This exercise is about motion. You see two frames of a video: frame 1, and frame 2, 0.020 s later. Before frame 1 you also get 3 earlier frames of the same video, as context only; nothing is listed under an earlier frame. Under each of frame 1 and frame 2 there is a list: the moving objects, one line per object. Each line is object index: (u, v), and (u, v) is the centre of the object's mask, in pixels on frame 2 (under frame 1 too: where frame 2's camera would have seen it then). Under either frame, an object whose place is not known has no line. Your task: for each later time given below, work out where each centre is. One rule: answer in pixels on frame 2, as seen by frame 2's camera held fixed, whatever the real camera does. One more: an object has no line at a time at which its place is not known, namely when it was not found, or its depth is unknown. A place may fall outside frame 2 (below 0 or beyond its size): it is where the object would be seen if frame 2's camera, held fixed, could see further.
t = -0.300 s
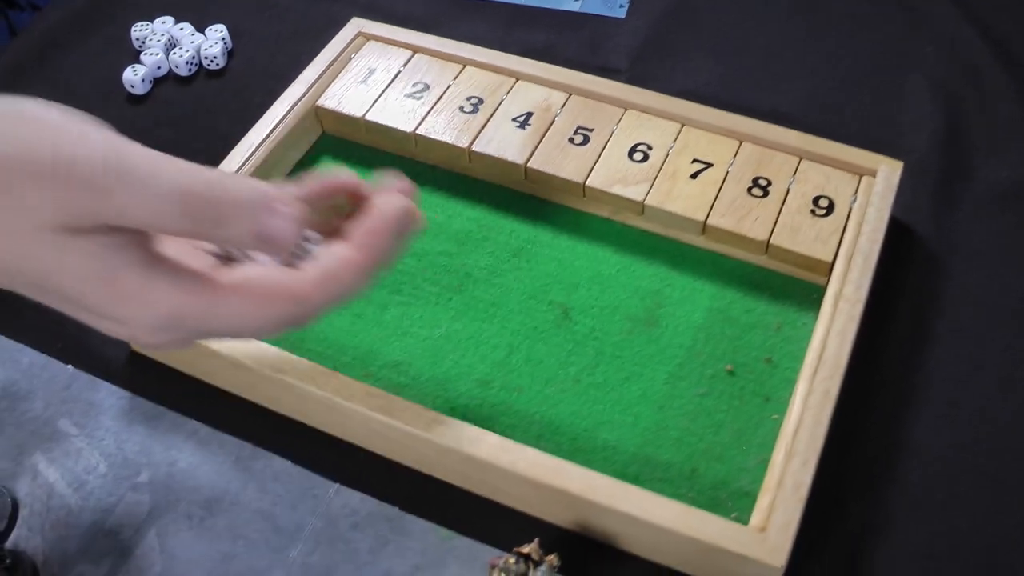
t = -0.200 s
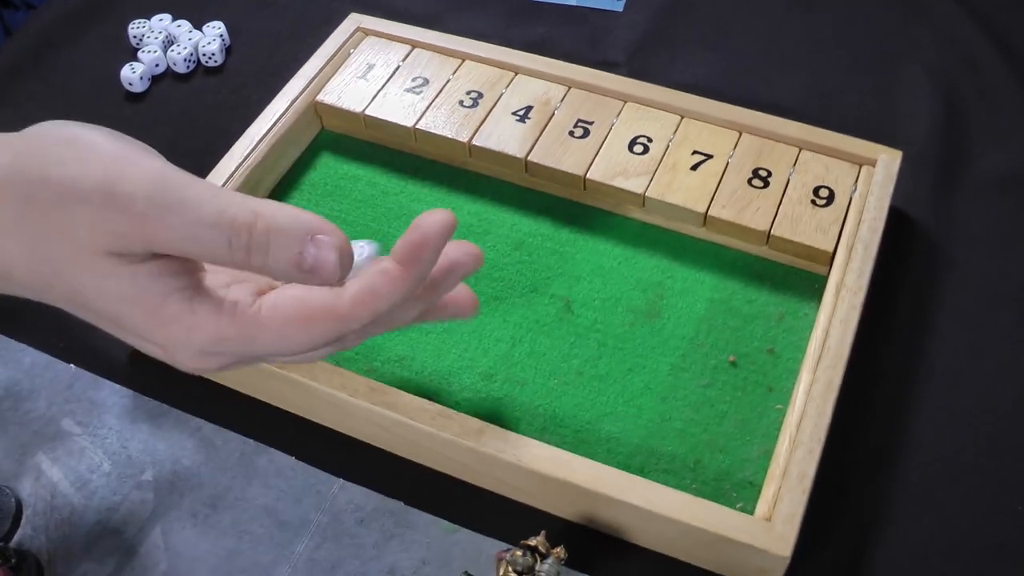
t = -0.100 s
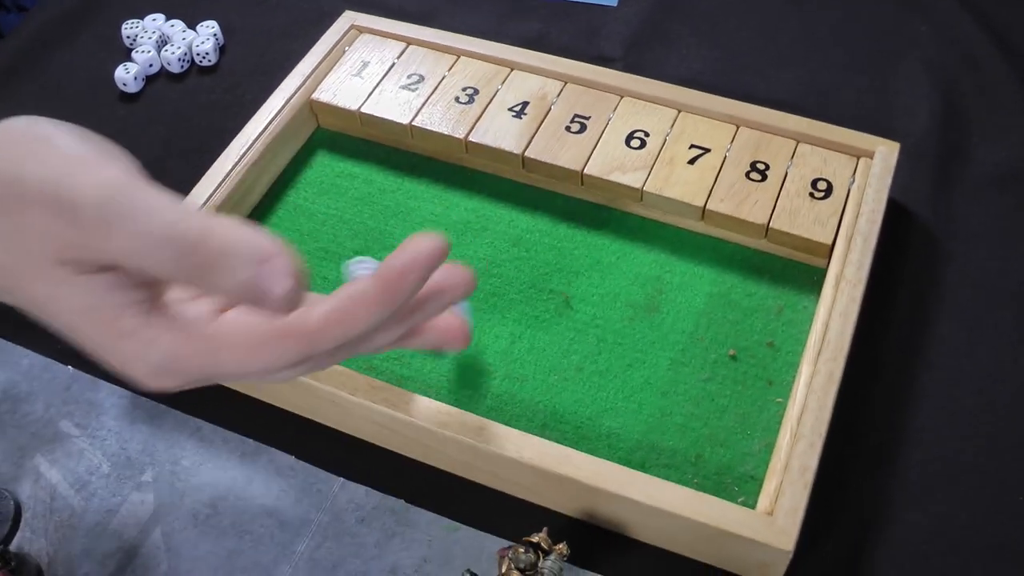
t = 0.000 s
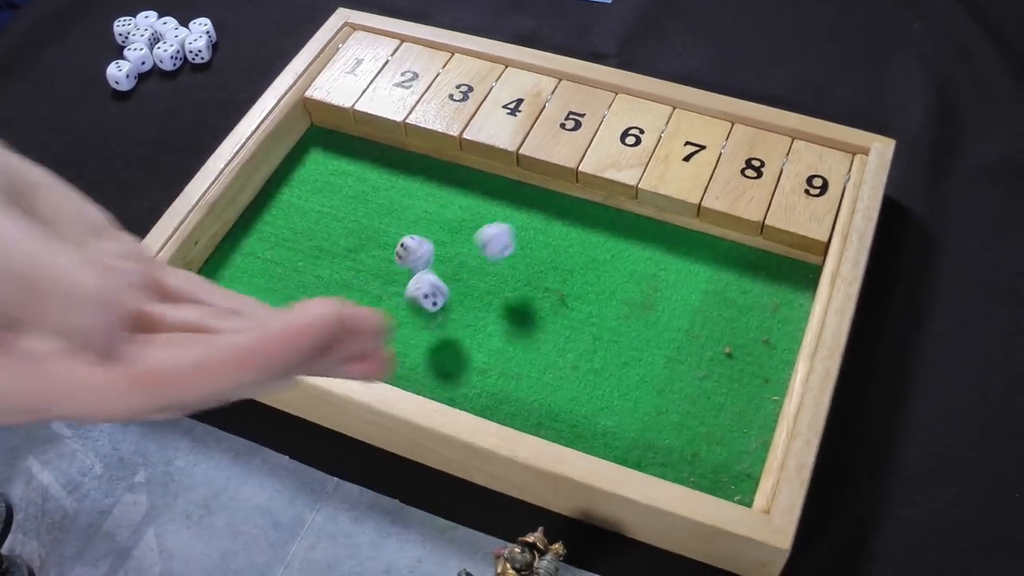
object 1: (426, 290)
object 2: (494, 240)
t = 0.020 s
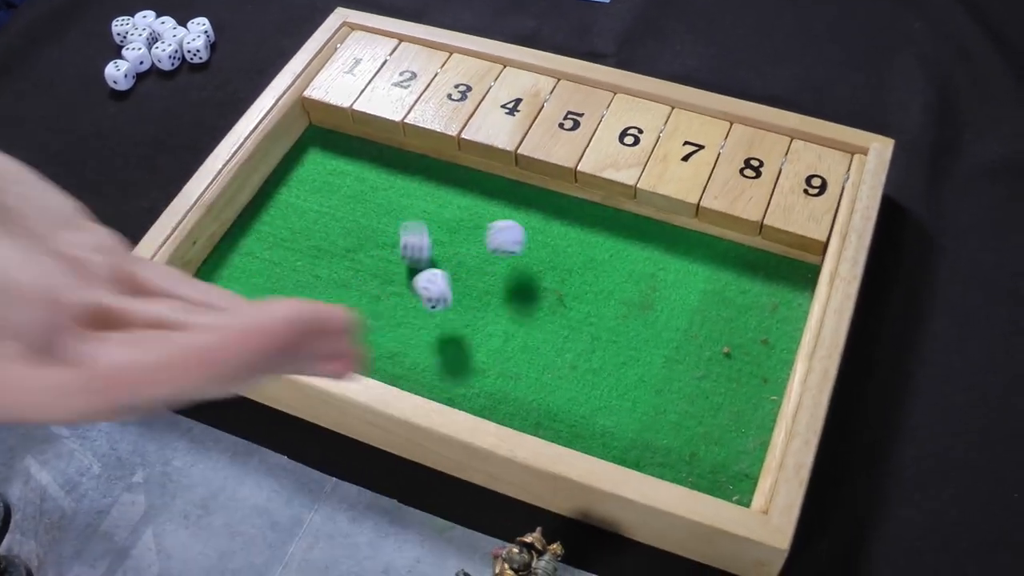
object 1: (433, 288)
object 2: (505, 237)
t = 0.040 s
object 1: (444, 292)
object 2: (515, 238)
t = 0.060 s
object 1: (455, 300)
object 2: (530, 226)
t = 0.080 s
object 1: (466, 293)
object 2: (543, 217)
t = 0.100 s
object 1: (477, 292)
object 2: (557, 214)
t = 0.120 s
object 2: (569, 206)
